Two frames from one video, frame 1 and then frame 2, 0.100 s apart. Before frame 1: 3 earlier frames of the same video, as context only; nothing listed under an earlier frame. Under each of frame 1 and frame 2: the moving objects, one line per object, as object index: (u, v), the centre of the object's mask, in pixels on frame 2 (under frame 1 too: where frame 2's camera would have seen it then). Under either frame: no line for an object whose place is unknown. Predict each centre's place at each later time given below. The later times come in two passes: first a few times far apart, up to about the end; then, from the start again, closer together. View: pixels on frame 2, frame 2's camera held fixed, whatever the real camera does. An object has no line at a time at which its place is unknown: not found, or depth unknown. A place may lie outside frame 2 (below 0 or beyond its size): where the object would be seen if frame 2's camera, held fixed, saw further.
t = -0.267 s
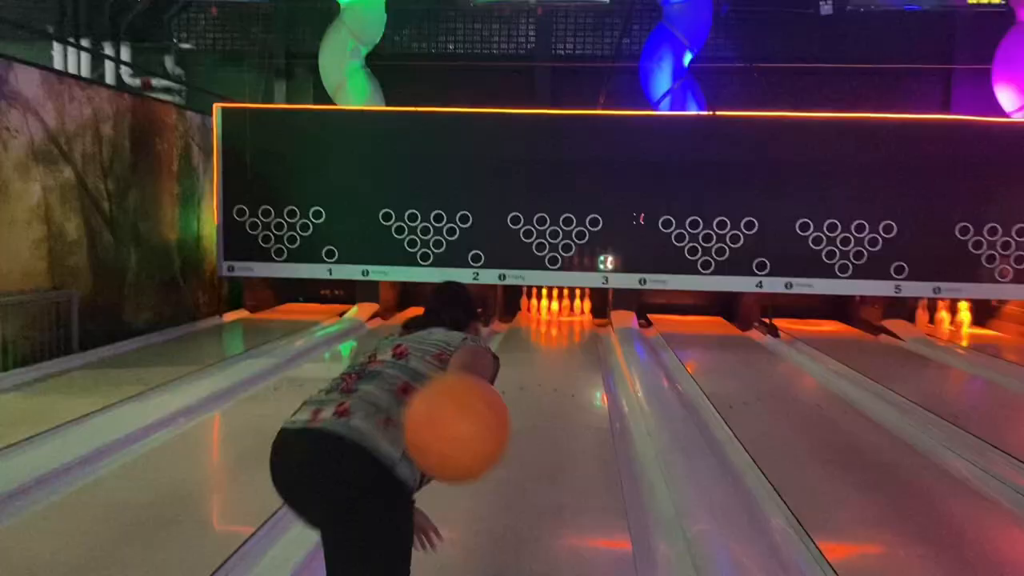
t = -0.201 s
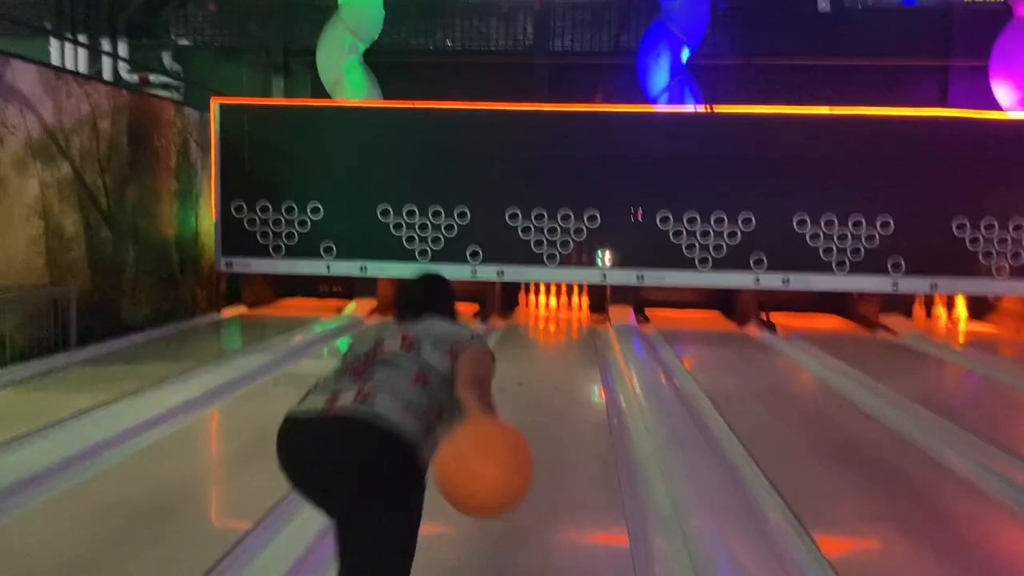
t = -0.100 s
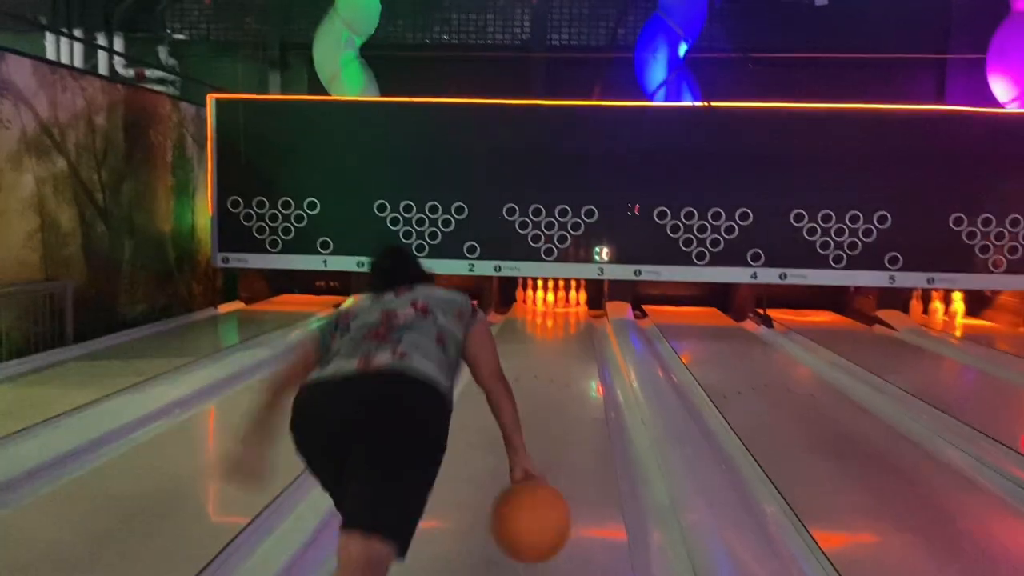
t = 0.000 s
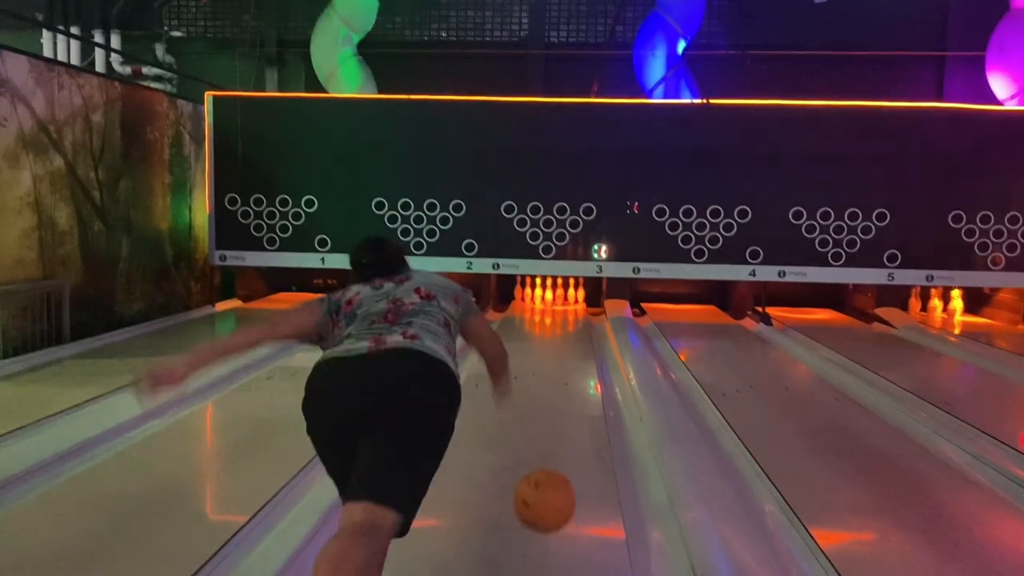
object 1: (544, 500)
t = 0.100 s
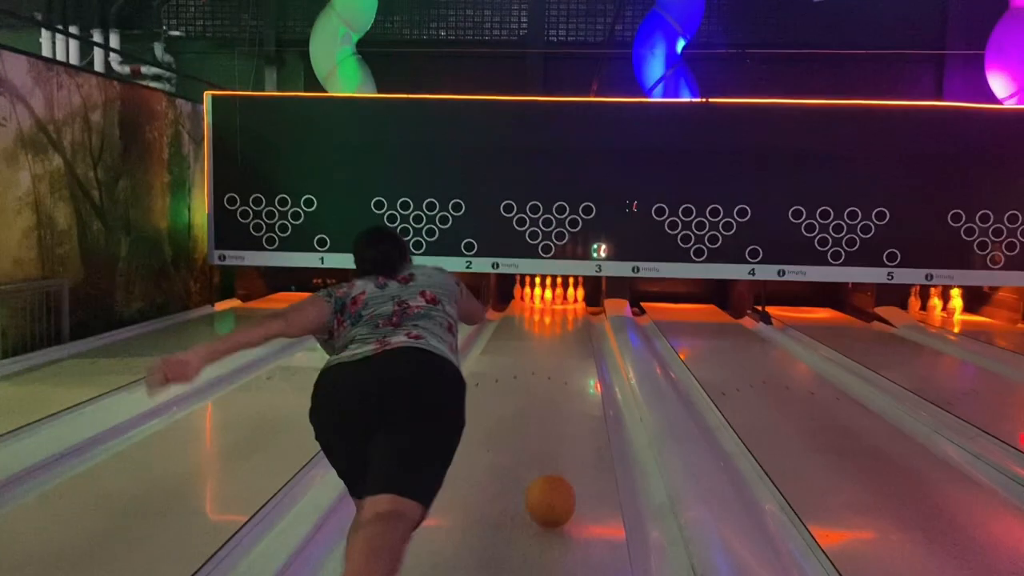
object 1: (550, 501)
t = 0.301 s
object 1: (559, 427)
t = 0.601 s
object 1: (563, 369)
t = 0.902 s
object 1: (564, 337)
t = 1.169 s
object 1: (562, 322)
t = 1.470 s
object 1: (559, 310)
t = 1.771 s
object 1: (559, 299)
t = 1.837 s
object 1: (562, 299)
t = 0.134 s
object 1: (552, 486)
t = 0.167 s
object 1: (555, 466)
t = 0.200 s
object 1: (556, 453)
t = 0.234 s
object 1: (557, 442)
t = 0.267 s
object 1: (558, 436)
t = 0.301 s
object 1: (559, 427)
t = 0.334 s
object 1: (560, 419)
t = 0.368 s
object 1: (561, 410)
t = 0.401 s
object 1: (562, 402)
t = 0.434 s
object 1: (562, 395)
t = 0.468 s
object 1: (562, 389)
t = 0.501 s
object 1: (563, 383)
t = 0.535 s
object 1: (563, 378)
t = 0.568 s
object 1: (563, 373)
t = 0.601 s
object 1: (563, 369)
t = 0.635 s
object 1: (564, 364)
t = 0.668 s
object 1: (564, 360)
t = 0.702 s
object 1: (564, 357)
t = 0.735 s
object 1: (564, 353)
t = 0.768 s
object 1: (564, 349)
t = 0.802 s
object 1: (564, 347)
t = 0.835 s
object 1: (565, 344)
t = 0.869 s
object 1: (563, 341)
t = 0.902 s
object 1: (564, 337)
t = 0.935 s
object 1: (563, 336)
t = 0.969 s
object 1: (559, 338)
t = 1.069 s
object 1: (563, 327)
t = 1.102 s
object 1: (563, 326)
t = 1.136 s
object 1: (562, 324)
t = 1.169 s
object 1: (562, 322)
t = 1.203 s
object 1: (562, 320)
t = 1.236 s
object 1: (561, 319)
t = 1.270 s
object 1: (561, 318)
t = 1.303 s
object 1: (561, 316)
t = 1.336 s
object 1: (561, 315)
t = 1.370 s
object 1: (559, 314)
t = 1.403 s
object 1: (559, 312)
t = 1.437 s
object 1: (559, 311)
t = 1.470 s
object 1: (559, 310)
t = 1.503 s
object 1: (558, 308)
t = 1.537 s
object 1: (558, 307)
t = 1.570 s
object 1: (559, 307)
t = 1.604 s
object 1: (559, 306)
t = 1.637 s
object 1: (558, 305)
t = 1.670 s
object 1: (558, 303)
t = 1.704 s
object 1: (558, 303)
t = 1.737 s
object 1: (558, 303)
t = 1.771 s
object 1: (559, 299)
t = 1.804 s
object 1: (561, 299)
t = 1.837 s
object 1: (562, 299)
